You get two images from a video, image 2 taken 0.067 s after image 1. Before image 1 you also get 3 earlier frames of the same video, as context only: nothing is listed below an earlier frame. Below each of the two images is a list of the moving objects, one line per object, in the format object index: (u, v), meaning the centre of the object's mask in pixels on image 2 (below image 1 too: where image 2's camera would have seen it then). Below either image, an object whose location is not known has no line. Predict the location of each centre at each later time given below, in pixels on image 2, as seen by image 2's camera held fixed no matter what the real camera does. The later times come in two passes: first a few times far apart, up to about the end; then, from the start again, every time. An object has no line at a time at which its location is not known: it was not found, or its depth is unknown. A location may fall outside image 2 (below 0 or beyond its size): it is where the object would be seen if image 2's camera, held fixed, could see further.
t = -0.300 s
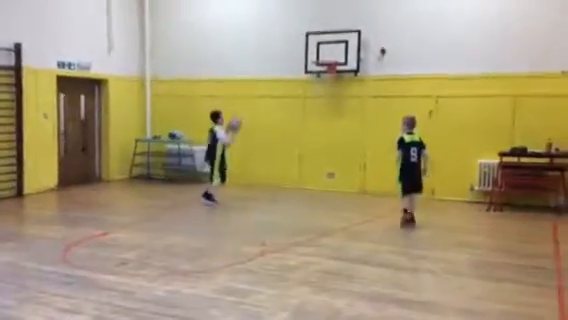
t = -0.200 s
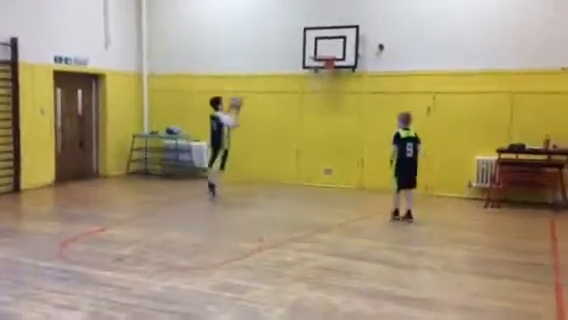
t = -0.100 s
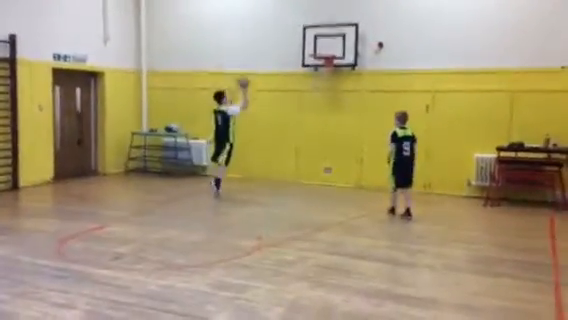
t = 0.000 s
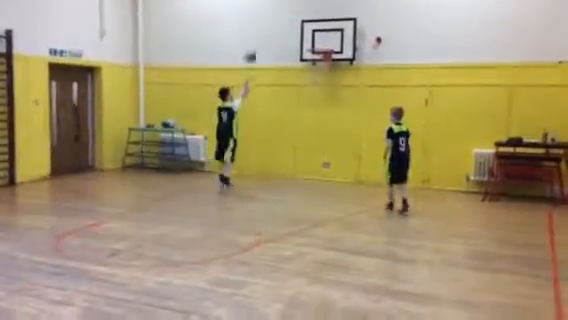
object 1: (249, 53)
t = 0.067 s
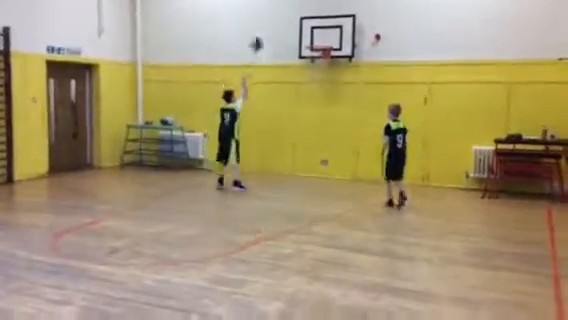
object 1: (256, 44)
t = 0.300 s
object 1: (282, 31)
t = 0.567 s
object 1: (295, 48)
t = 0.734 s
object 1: (284, 65)
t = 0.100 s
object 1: (260, 40)
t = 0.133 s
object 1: (264, 37)
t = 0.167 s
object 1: (267, 34)
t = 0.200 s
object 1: (271, 33)
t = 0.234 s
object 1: (275, 31)
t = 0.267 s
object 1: (279, 30)
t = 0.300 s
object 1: (282, 31)
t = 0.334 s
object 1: (286, 31)
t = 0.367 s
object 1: (290, 33)
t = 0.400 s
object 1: (292, 35)
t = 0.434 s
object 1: (294, 37)
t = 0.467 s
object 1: (299, 40)
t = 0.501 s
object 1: (300, 44)
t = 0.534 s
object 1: (299, 47)
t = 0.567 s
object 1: (295, 48)
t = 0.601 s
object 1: (292, 50)
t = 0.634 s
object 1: (290, 53)
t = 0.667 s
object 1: (287, 58)
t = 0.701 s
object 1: (285, 62)
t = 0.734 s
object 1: (284, 65)
